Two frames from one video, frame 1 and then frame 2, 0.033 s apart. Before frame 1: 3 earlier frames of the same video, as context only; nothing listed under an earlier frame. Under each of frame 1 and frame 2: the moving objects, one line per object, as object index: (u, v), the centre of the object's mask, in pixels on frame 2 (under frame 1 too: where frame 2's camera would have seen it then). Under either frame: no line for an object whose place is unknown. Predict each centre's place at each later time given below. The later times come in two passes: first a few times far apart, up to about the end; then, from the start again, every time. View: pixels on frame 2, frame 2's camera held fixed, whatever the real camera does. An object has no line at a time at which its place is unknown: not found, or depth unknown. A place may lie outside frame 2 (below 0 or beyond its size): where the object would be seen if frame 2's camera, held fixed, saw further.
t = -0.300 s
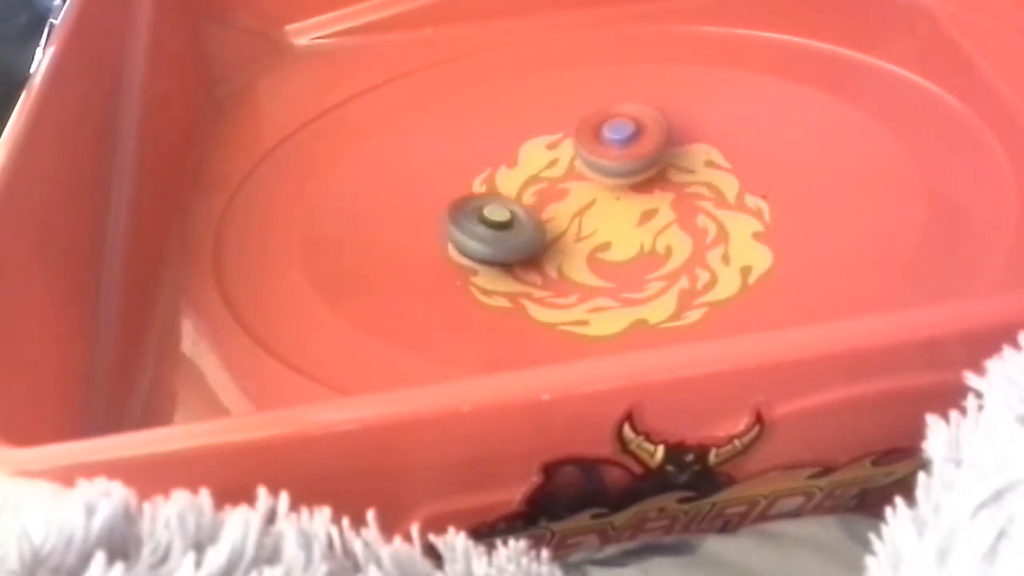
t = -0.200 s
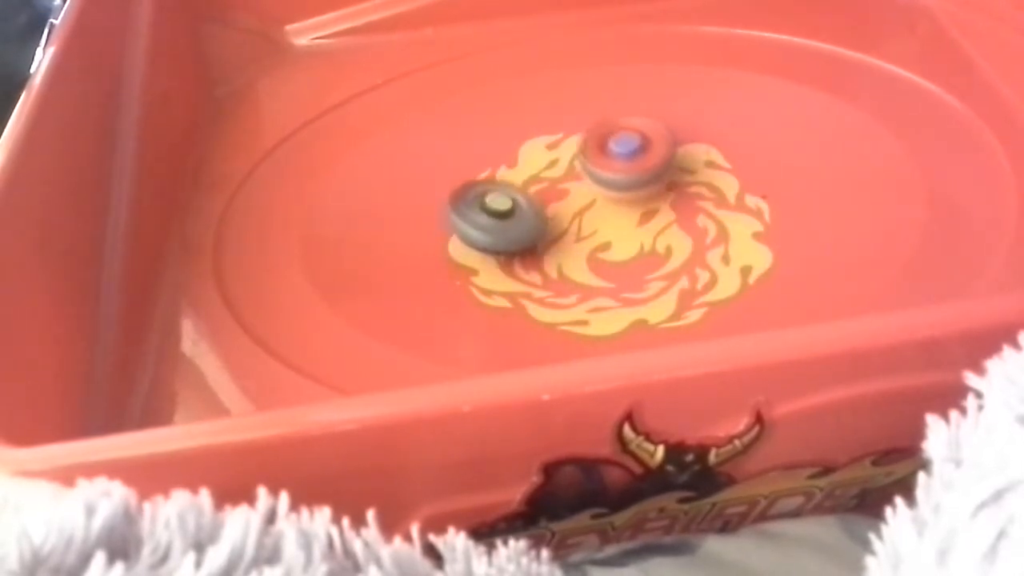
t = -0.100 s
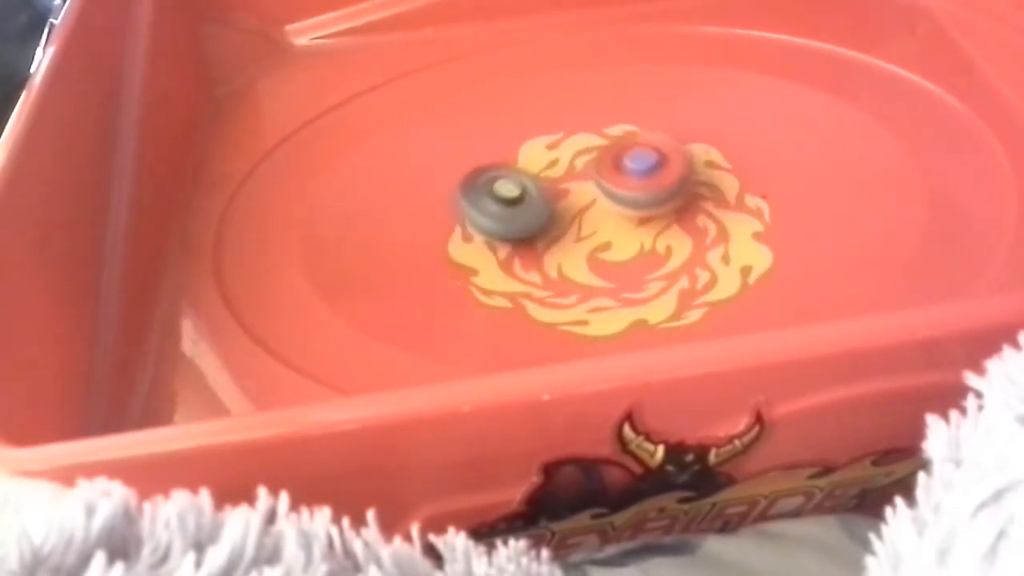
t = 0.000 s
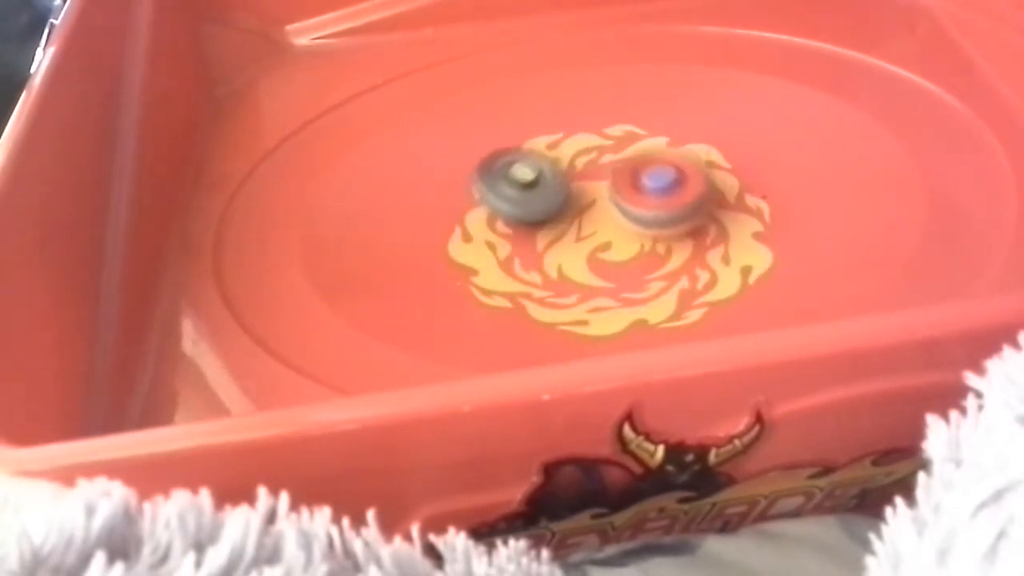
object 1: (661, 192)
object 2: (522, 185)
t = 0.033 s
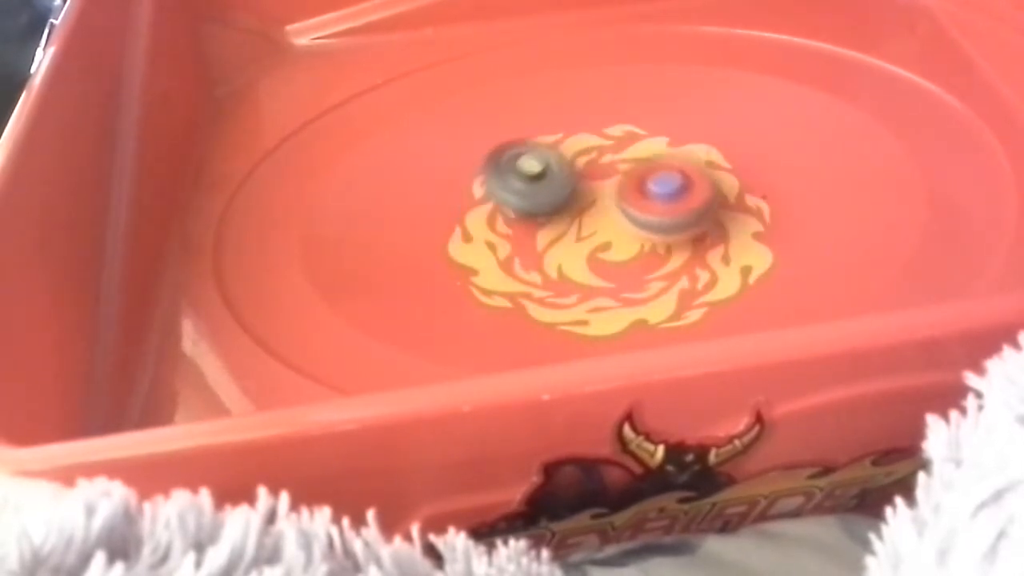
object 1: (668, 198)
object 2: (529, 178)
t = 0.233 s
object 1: (711, 230)
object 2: (571, 149)
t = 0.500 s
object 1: (737, 213)
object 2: (638, 147)
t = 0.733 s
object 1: (664, 285)
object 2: (691, 103)
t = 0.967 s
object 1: (627, 299)
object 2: (688, 144)
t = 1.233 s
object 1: (563, 253)
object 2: (676, 239)
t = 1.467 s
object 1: (544, 198)
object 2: (659, 285)
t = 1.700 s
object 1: (589, 152)
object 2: (636, 273)
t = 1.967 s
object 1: (667, 142)
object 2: (540, 234)
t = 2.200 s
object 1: (720, 178)
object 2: (484, 185)
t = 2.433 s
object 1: (715, 230)
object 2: (484, 166)
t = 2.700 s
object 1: (637, 264)
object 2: (546, 169)
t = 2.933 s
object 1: (554, 242)
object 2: (661, 169)
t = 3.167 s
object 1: (518, 195)
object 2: (755, 183)
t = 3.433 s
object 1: (556, 154)
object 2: (787, 206)
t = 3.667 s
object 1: (632, 150)
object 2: (753, 223)
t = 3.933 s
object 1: (701, 186)
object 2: (636, 247)
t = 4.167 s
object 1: (699, 238)
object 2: (516, 247)
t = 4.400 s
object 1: (640, 266)
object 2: (477, 228)
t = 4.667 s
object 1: (576, 250)
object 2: (482, 194)
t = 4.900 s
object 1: (579, 223)
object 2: (514, 167)
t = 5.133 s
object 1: (608, 227)
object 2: (610, 124)
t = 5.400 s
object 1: (651, 271)
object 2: (656, 133)
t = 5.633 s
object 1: (707, 257)
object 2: (708, 183)
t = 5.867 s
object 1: (658, 273)
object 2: (742, 194)
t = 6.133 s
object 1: (517, 259)
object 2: (765, 205)
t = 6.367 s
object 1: (532, 216)
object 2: (704, 206)
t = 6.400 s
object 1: (536, 209)
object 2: (691, 205)
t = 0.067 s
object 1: (676, 204)
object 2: (537, 170)
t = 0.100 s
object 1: (681, 210)
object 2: (546, 161)
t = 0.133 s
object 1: (689, 216)
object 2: (554, 156)
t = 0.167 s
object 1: (696, 222)
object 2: (562, 152)
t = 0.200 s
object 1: (702, 227)
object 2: (567, 151)
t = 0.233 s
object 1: (711, 230)
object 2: (571, 149)
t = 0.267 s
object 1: (720, 231)
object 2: (575, 149)
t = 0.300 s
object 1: (727, 232)
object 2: (581, 149)
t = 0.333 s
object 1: (735, 231)
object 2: (590, 148)
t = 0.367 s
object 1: (740, 230)
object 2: (600, 147)
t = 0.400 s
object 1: (743, 226)
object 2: (612, 146)
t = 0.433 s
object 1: (746, 222)
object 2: (621, 146)
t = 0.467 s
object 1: (745, 218)
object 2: (629, 146)
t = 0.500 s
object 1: (737, 213)
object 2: (638, 147)
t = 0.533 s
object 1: (731, 210)
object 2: (646, 149)
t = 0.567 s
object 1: (722, 207)
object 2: (653, 150)
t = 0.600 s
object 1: (712, 208)
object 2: (660, 149)
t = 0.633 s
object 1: (699, 216)
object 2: (671, 143)
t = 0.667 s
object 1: (690, 251)
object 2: (677, 127)
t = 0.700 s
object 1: (680, 268)
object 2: (685, 112)
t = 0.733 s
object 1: (664, 285)
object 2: (691, 103)
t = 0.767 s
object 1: (656, 293)
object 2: (696, 99)
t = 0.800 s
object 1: (650, 297)
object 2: (699, 101)
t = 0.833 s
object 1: (646, 299)
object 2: (699, 107)
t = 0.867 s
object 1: (643, 301)
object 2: (697, 115)
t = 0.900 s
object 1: (640, 300)
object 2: (694, 124)
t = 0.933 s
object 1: (635, 300)
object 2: (691, 133)
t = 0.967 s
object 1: (627, 299)
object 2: (688, 144)
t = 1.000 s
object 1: (619, 295)
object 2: (686, 154)
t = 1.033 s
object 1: (610, 293)
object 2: (685, 165)
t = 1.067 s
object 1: (598, 283)
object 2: (685, 176)
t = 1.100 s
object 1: (590, 279)
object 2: (686, 187)
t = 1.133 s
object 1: (582, 273)
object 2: (686, 200)
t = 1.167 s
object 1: (575, 267)
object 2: (684, 213)
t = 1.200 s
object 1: (569, 259)
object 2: (681, 225)
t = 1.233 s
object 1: (563, 253)
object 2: (676, 239)
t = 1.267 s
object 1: (557, 246)
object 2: (673, 250)
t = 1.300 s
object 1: (553, 239)
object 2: (669, 260)
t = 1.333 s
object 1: (547, 231)
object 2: (666, 268)
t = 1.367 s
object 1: (544, 222)
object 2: (665, 276)
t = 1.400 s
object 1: (542, 215)
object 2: (663, 281)
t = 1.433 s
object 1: (543, 207)
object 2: (661, 284)
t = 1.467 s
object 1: (544, 198)
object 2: (659, 285)
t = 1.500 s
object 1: (545, 191)
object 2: (658, 285)
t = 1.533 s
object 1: (550, 182)
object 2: (655, 284)
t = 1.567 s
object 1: (557, 174)
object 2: (653, 283)
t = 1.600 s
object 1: (565, 169)
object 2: (648, 281)
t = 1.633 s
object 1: (570, 163)
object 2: (644, 279)
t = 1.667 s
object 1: (580, 156)
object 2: (640, 276)
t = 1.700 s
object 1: (589, 152)
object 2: (636, 273)
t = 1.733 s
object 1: (599, 148)
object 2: (630, 270)
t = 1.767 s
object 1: (610, 144)
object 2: (623, 267)
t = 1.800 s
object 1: (621, 142)
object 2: (614, 263)
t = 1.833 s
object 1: (631, 140)
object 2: (601, 257)
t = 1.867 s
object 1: (640, 138)
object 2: (586, 252)
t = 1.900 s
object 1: (649, 139)
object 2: (569, 247)
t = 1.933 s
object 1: (659, 140)
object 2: (555, 240)
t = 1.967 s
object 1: (667, 142)
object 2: (540, 234)
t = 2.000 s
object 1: (676, 146)
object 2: (528, 227)
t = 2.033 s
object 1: (685, 149)
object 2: (516, 220)
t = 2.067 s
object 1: (694, 154)
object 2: (506, 212)
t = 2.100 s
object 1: (703, 159)
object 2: (498, 205)
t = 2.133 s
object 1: (710, 164)
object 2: (492, 198)
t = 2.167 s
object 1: (715, 171)
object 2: (488, 192)
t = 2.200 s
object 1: (720, 178)
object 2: (484, 185)
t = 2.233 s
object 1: (723, 184)
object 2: (481, 180)
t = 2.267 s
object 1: (725, 192)
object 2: (479, 174)
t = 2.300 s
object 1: (727, 200)
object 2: (478, 171)
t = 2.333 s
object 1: (726, 206)
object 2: (478, 168)
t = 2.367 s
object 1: (724, 214)
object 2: (479, 167)
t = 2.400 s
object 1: (719, 223)
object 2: (482, 166)
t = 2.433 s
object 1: (715, 230)
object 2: (484, 166)
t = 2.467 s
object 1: (709, 236)
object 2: (487, 166)
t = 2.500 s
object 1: (700, 241)
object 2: (491, 166)
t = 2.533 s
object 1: (692, 249)
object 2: (497, 166)
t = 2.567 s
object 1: (682, 253)
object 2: (503, 168)
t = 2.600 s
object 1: (673, 258)
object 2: (511, 169)
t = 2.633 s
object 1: (662, 261)
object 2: (521, 169)
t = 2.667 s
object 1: (649, 263)
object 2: (532, 170)
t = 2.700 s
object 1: (637, 264)
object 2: (546, 169)
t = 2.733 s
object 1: (625, 263)
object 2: (563, 168)
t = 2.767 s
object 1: (614, 263)
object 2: (579, 167)
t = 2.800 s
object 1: (600, 260)
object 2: (594, 166)
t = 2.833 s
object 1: (588, 258)
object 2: (611, 166)
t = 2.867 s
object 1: (574, 255)
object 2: (628, 166)
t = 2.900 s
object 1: (562, 250)
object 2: (644, 168)
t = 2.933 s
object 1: (554, 242)
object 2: (661, 169)
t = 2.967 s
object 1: (542, 238)
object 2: (679, 172)
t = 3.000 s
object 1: (536, 230)
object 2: (694, 174)
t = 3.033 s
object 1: (530, 222)
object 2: (706, 176)
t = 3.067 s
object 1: (524, 214)
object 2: (720, 177)
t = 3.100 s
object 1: (521, 209)
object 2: (733, 179)
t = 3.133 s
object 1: (520, 200)
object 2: (745, 181)
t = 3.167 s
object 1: (518, 195)
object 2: (755, 183)
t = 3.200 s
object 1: (517, 187)
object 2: (764, 186)
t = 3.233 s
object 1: (519, 180)
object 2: (770, 189)
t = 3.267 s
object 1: (523, 174)
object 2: (776, 192)
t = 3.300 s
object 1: (529, 167)
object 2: (782, 195)
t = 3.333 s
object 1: (535, 162)
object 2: (786, 198)
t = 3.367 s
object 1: (542, 156)
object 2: (787, 201)
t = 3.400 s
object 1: (550, 155)
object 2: (788, 204)
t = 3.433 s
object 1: (556, 154)
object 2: (787, 206)
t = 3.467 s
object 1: (568, 149)
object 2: (785, 208)
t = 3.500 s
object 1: (577, 148)
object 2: (782, 210)
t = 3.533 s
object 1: (586, 148)
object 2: (778, 213)
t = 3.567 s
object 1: (597, 145)
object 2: (774, 215)
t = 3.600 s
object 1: (608, 147)
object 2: (769, 217)
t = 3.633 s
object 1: (621, 149)
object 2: (763, 219)
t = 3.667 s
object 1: (632, 150)
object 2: (753, 223)
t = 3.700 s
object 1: (644, 151)
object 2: (744, 225)
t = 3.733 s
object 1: (653, 153)
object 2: (731, 228)
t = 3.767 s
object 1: (663, 156)
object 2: (717, 231)
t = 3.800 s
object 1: (673, 160)
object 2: (702, 234)
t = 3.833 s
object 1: (681, 167)
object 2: (684, 237)
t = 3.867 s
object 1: (690, 172)
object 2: (668, 240)
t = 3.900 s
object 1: (697, 179)
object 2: (651, 244)
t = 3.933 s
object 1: (701, 186)
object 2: (636, 247)
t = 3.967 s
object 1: (705, 193)
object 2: (616, 250)
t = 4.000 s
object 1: (709, 201)
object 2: (596, 252)
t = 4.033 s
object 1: (710, 209)
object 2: (580, 252)
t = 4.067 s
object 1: (710, 216)
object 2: (560, 252)
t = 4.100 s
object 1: (707, 224)
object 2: (544, 252)
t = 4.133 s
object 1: (704, 232)
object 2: (529, 249)
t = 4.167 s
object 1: (699, 238)
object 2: (516, 247)
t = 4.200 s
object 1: (694, 244)
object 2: (506, 245)
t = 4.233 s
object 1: (687, 250)
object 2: (497, 242)
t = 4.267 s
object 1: (679, 255)
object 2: (489, 239)
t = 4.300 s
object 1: (671, 259)
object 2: (483, 236)
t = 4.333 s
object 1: (660, 263)
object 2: (480, 233)
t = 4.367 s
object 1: (649, 265)
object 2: (478, 230)
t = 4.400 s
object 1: (640, 266)
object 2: (477, 228)
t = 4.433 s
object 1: (629, 267)
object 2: (475, 225)
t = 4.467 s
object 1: (618, 265)
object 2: (475, 223)
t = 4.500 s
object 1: (608, 264)
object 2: (476, 221)
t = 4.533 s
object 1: (596, 260)
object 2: (479, 218)
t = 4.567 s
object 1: (586, 256)
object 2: (481, 215)
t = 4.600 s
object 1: (576, 253)
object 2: (484, 212)
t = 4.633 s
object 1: (572, 251)
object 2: (486, 206)
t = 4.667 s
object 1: (576, 250)
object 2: (482, 194)
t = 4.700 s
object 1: (580, 251)
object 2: (479, 184)
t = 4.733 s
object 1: (581, 250)
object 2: (480, 176)
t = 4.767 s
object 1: (579, 247)
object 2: (484, 172)
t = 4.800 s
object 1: (578, 243)
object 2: (490, 170)
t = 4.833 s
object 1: (576, 236)
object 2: (496, 170)
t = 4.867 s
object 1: (578, 230)
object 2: (504, 169)
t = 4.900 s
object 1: (579, 223)
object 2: (514, 167)
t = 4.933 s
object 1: (582, 218)
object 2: (526, 164)
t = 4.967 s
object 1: (586, 216)
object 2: (535, 160)
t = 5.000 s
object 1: (590, 216)
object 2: (549, 154)
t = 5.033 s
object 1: (595, 215)
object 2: (563, 150)
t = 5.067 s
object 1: (602, 210)
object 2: (576, 146)
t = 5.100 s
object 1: (605, 214)
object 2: (593, 141)
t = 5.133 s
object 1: (608, 227)
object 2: (610, 124)
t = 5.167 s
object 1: (611, 239)
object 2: (621, 113)
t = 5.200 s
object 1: (613, 247)
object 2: (632, 105)
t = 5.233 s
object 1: (617, 254)
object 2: (638, 105)
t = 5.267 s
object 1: (622, 258)
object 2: (641, 107)
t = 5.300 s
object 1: (630, 264)
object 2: (644, 112)
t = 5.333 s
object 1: (636, 268)
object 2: (647, 118)
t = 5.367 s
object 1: (643, 269)
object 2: (650, 125)
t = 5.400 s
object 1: (651, 271)
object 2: (656, 133)
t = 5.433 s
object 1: (660, 271)
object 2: (662, 141)
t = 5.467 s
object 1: (669, 271)
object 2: (671, 148)
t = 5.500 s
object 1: (678, 270)
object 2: (680, 155)
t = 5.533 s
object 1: (686, 267)
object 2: (687, 163)
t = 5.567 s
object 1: (693, 264)
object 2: (695, 171)
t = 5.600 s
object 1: (701, 261)
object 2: (702, 178)
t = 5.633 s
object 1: (707, 257)
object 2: (708, 183)
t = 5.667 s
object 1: (705, 260)
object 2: (716, 185)
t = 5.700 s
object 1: (695, 268)
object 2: (729, 179)
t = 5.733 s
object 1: (686, 273)
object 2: (739, 176)
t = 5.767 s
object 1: (680, 274)
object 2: (746, 175)
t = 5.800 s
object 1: (673, 274)
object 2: (748, 178)
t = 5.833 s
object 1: (665, 274)
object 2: (746, 185)
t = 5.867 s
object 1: (658, 273)
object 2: (742, 194)
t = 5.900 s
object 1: (650, 270)
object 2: (735, 202)
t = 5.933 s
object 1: (644, 267)
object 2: (727, 210)
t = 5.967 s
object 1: (638, 264)
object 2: (722, 216)
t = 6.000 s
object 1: (606, 266)
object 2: (740, 213)
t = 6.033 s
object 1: (574, 269)
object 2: (757, 208)
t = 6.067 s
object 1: (547, 268)
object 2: (765, 206)
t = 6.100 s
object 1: (529, 264)
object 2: (767, 205)
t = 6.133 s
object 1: (517, 259)
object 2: (765, 205)
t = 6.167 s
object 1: (515, 254)
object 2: (760, 206)
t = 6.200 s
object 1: (515, 246)
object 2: (755, 206)
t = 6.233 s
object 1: (516, 242)
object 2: (749, 206)
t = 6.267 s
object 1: (519, 238)
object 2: (740, 206)
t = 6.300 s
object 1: (520, 229)
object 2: (726, 206)
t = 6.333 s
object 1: (526, 225)
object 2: (715, 206)
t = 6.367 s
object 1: (532, 216)
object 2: (704, 206)
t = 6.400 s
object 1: (536, 209)
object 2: (691, 205)
